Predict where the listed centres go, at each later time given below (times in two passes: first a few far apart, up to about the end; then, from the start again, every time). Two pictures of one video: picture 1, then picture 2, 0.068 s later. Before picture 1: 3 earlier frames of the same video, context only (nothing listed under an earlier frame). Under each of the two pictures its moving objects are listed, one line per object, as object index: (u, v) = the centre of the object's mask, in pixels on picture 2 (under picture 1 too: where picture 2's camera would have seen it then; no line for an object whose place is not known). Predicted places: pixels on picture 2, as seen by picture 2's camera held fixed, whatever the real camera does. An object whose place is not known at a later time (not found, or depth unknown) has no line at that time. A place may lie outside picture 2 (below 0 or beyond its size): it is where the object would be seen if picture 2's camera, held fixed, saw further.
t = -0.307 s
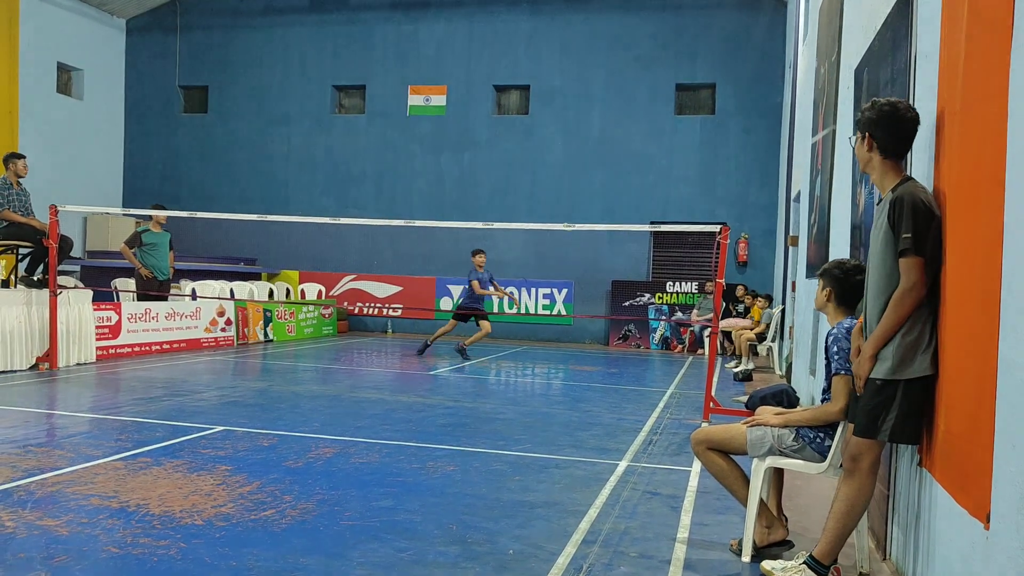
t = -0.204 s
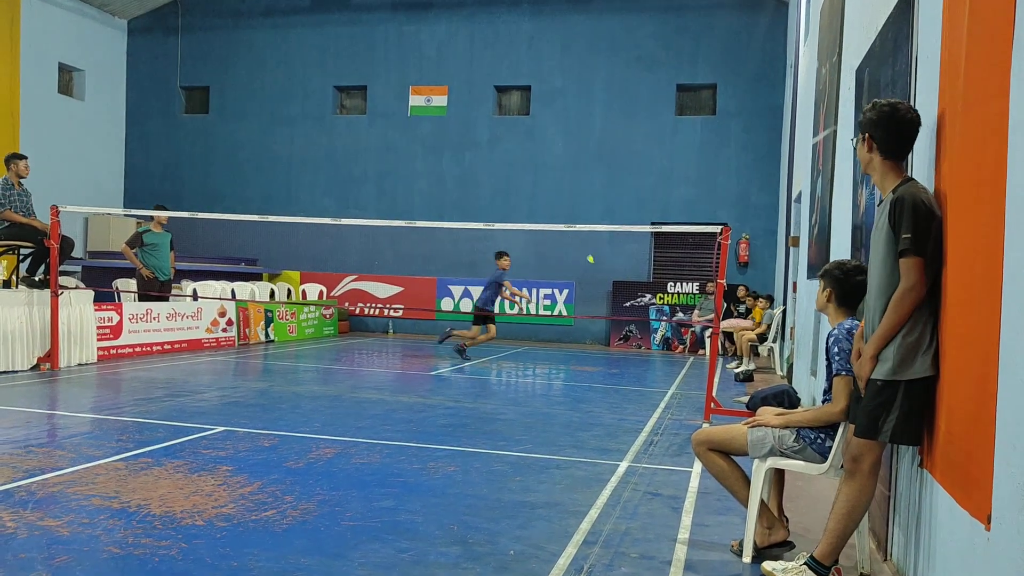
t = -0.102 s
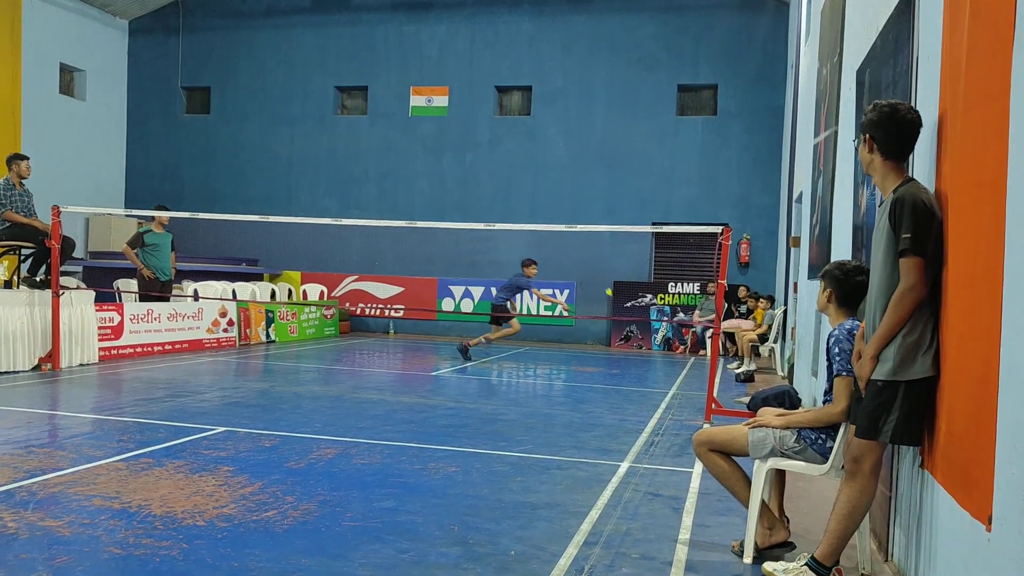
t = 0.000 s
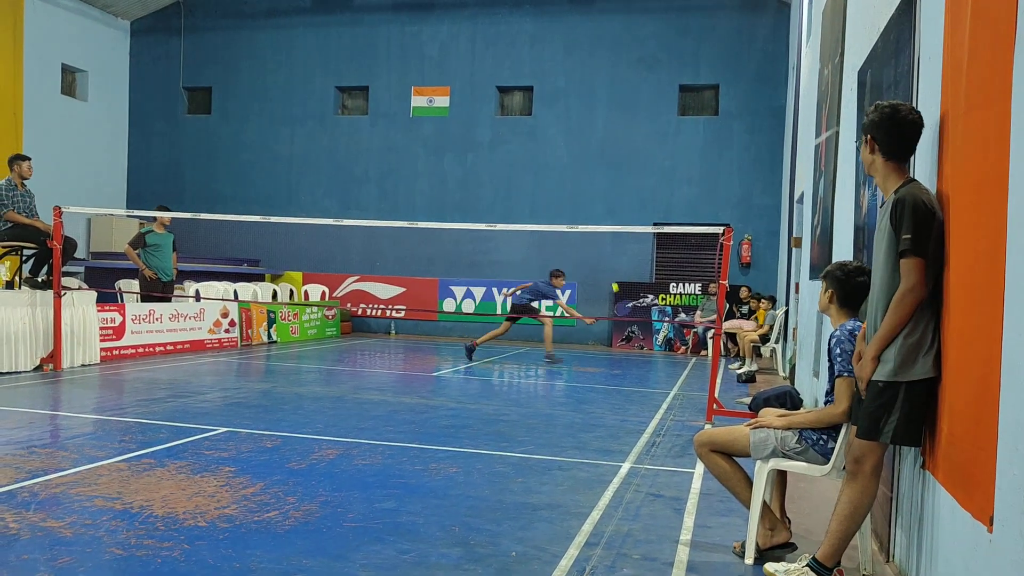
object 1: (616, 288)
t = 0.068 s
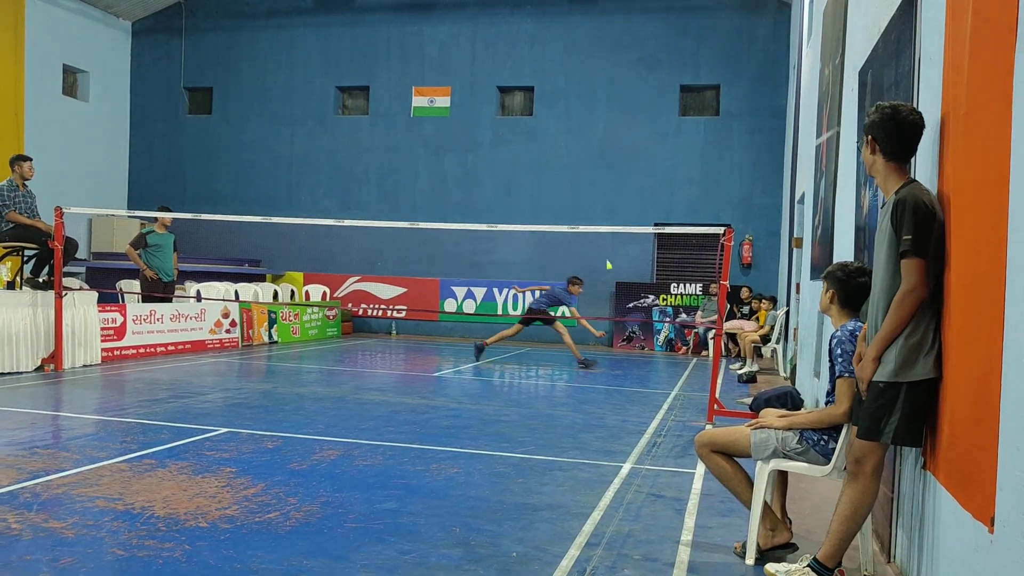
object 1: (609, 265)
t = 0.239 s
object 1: (589, 214)
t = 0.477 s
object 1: (561, 190)
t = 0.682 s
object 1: (535, 216)
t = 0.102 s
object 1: (605, 253)
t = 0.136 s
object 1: (601, 241)
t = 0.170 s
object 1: (595, 232)
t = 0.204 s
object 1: (591, 221)
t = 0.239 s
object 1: (589, 214)
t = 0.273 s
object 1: (586, 208)
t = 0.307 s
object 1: (582, 202)
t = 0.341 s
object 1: (578, 198)
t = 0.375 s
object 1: (574, 194)
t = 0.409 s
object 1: (570, 191)
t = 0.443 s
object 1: (566, 190)
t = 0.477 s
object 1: (561, 190)
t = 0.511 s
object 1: (557, 191)
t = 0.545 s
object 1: (553, 193)
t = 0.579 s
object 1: (548, 197)
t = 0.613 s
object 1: (544, 202)
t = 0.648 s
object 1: (539, 208)
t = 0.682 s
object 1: (535, 216)
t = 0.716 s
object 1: (530, 224)
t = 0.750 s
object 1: (525, 237)
